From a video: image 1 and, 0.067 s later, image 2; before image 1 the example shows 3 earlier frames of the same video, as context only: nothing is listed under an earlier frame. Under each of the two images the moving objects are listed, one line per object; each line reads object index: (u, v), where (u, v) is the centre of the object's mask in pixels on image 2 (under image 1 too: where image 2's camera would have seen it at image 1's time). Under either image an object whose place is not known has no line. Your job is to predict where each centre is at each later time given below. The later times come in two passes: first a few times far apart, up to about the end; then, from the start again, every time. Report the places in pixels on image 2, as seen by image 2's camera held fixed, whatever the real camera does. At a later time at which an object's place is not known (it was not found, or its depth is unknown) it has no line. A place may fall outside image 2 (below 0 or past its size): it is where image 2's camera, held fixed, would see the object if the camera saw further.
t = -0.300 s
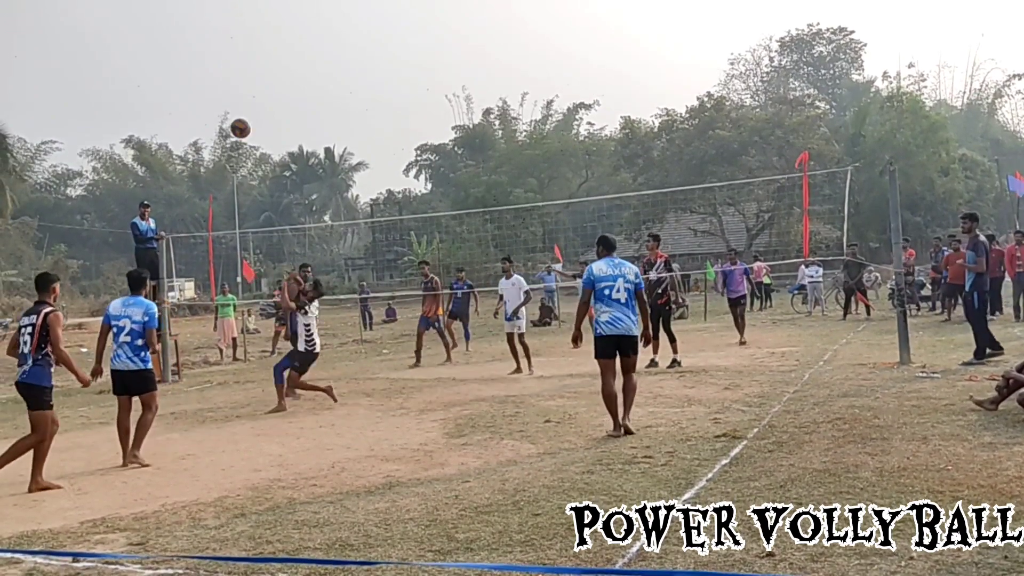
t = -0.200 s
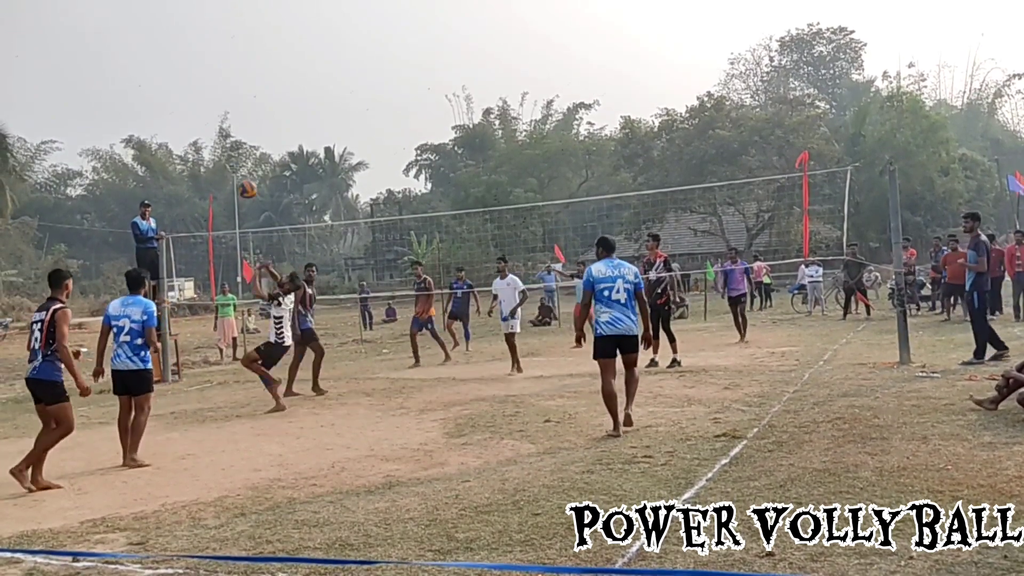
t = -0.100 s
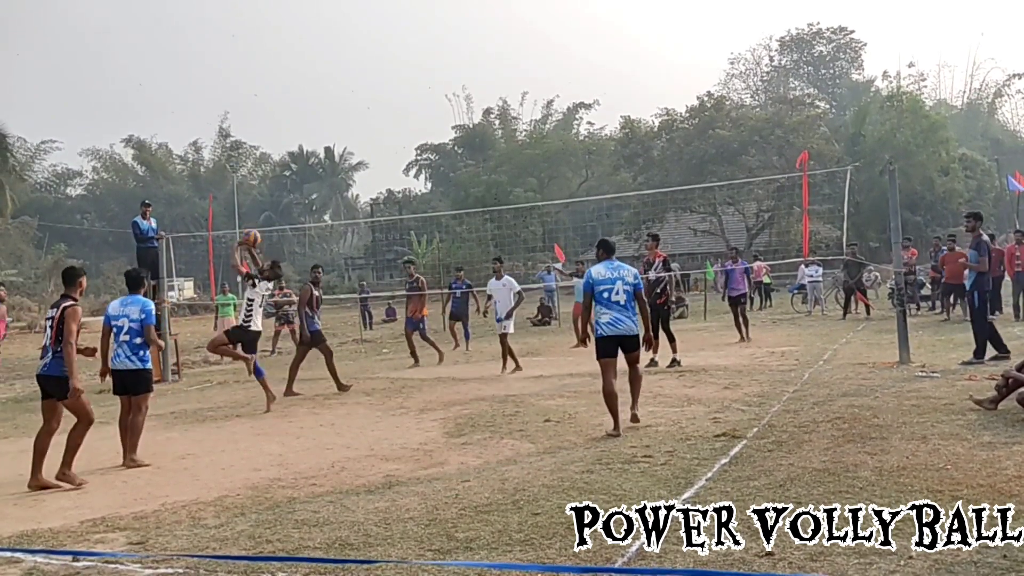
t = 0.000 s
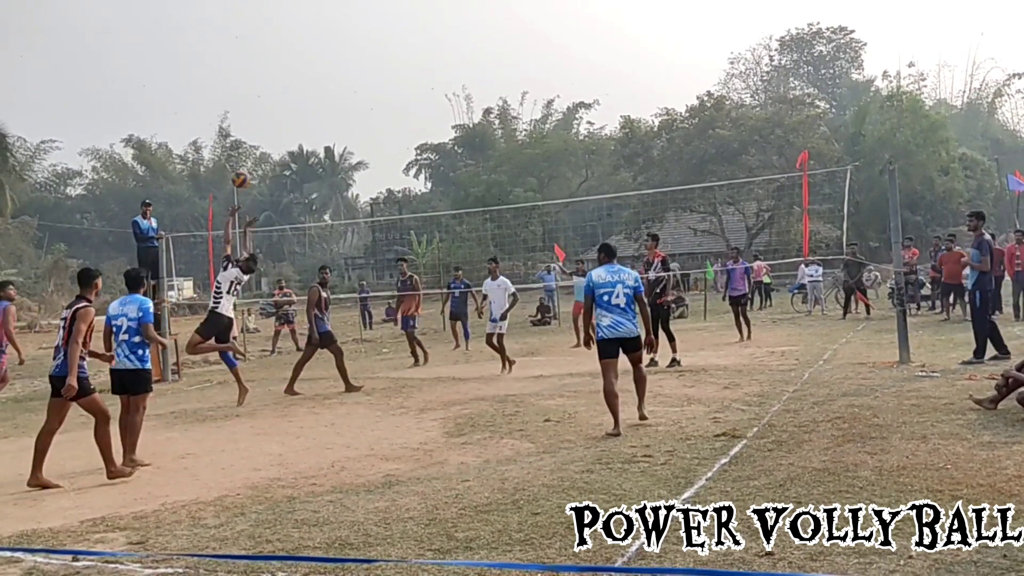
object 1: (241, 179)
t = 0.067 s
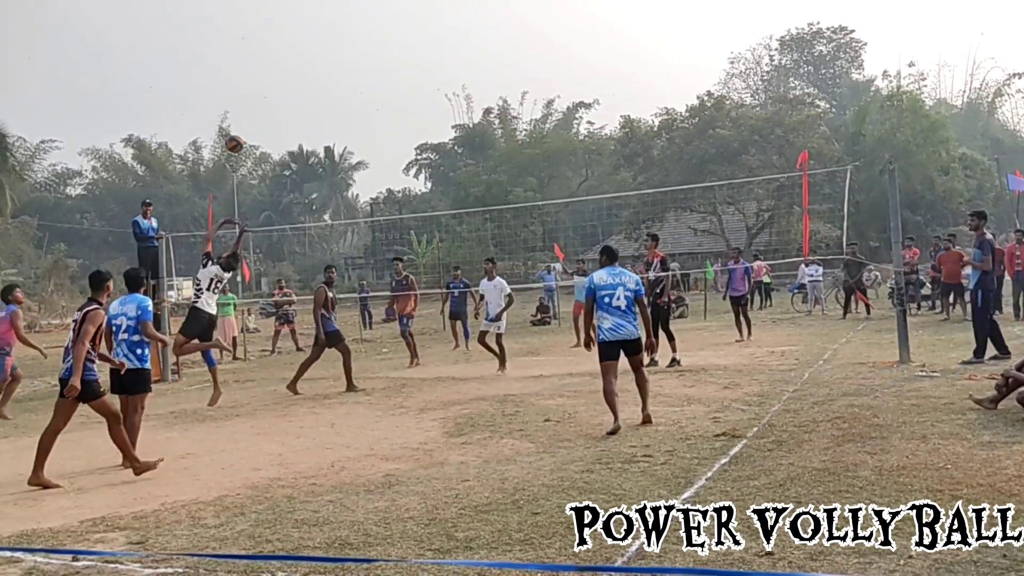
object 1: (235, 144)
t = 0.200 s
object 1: (222, 86)
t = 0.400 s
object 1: (206, 28)
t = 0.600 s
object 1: (194, 5)
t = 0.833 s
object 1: (184, 16)
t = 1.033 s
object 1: (178, 57)
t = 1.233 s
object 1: (175, 124)
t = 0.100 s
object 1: (231, 128)
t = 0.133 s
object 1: (228, 113)
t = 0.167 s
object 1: (225, 99)
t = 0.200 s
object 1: (222, 86)
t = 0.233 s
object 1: (219, 74)
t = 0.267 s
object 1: (216, 62)
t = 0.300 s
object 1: (213, 52)
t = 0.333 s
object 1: (211, 43)
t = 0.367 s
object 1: (208, 35)
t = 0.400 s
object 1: (206, 28)
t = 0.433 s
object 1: (204, 22)
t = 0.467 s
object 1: (202, 16)
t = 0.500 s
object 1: (199, 12)
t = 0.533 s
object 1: (198, 9)
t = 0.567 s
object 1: (196, 6)
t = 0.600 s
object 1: (194, 5)
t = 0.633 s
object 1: (193, 5)
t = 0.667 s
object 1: (191, 5)
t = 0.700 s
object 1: (190, 5)
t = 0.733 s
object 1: (188, 6)
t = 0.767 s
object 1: (187, 9)
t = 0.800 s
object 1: (185, 12)
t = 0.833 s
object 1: (184, 16)
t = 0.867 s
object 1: (183, 21)
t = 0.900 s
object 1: (182, 27)
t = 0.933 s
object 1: (181, 33)
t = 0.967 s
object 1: (180, 41)
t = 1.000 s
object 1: (179, 49)
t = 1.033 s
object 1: (178, 57)
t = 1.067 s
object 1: (177, 67)
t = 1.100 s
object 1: (177, 77)
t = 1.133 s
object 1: (176, 88)
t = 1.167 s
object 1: (176, 99)
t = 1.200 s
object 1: (175, 111)
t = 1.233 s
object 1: (175, 124)
